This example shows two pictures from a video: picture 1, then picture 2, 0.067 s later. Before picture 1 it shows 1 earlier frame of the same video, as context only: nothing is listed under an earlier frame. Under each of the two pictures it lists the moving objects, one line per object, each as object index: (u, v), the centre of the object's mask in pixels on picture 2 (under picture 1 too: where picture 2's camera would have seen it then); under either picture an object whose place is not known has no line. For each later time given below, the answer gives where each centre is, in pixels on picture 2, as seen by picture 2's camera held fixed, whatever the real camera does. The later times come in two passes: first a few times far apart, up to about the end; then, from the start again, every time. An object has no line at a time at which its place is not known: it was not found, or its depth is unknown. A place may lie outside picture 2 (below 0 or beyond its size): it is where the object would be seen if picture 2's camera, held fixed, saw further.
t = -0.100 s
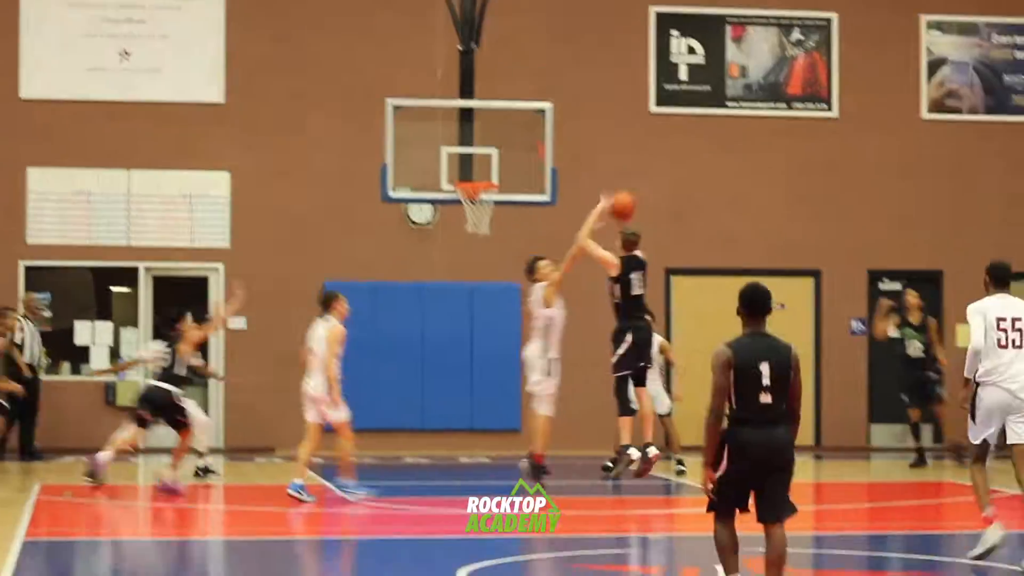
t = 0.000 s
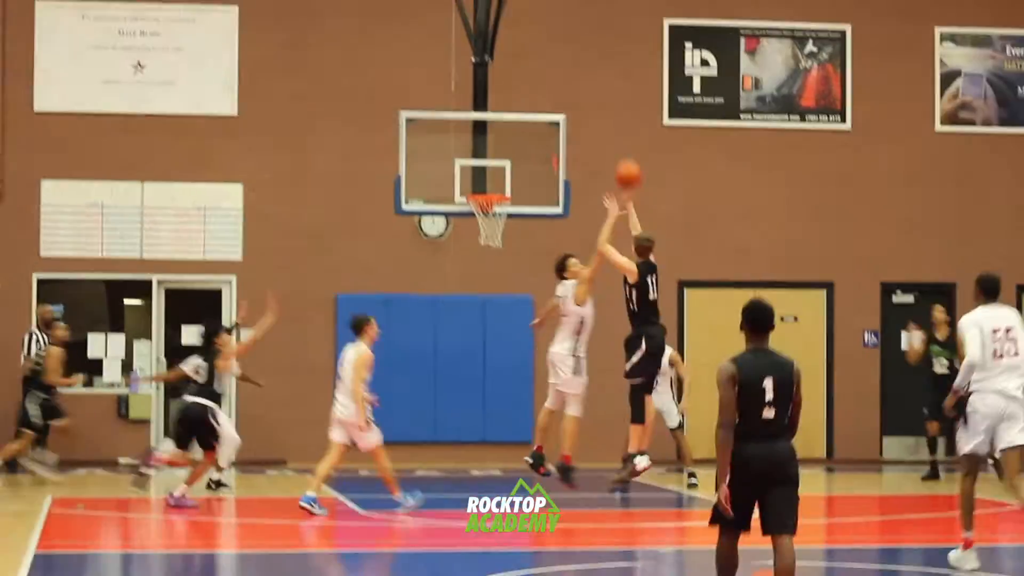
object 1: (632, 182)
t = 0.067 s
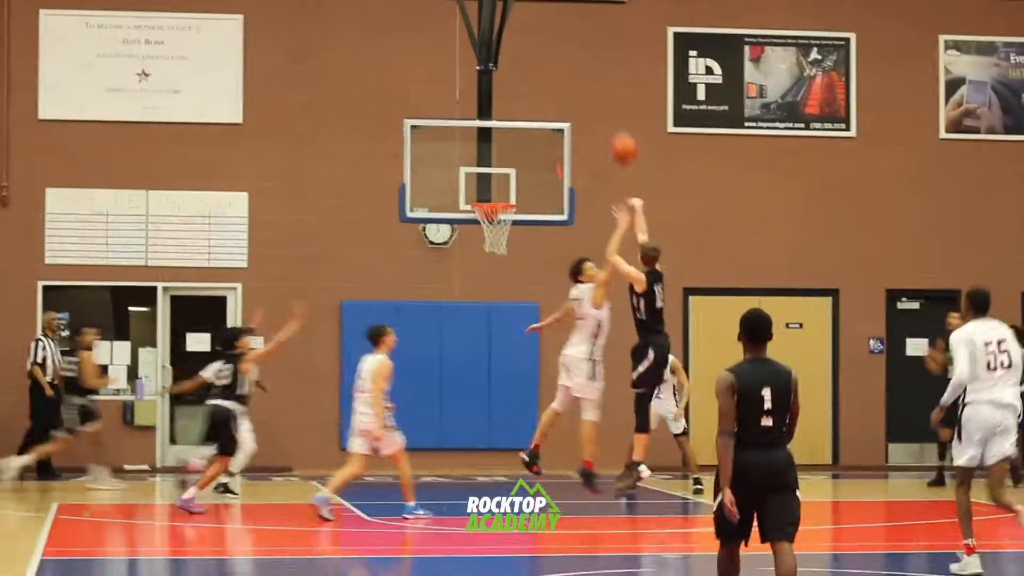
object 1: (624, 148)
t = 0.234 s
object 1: (598, 87)
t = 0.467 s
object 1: (570, 54)
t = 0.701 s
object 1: (545, 76)
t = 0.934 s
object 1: (519, 147)
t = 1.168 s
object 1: (490, 214)
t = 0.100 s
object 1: (618, 131)
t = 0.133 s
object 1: (614, 119)
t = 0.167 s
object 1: (608, 108)
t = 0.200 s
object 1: (604, 98)
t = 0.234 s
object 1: (598, 87)
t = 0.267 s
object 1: (594, 80)
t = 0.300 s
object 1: (589, 72)
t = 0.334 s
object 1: (585, 67)
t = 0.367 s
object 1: (582, 62)
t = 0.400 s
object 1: (577, 59)
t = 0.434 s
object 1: (575, 56)
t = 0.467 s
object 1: (570, 54)
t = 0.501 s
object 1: (566, 55)
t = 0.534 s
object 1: (564, 55)
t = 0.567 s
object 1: (559, 58)
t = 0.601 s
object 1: (556, 62)
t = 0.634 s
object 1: (553, 65)
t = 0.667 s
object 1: (549, 70)
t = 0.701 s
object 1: (545, 76)
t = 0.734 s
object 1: (541, 84)
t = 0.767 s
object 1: (537, 92)
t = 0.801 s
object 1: (533, 100)
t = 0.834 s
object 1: (529, 111)
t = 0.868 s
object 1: (525, 122)
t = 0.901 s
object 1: (521, 137)
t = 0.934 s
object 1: (519, 147)
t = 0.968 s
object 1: (515, 159)
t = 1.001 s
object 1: (511, 174)
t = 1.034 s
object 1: (505, 190)
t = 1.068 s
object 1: (503, 197)
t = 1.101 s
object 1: (497, 207)
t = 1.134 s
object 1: (492, 213)
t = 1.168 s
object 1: (490, 214)
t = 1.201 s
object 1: (486, 226)
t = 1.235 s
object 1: (483, 229)
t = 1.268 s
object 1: (481, 234)
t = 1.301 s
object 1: (479, 238)
